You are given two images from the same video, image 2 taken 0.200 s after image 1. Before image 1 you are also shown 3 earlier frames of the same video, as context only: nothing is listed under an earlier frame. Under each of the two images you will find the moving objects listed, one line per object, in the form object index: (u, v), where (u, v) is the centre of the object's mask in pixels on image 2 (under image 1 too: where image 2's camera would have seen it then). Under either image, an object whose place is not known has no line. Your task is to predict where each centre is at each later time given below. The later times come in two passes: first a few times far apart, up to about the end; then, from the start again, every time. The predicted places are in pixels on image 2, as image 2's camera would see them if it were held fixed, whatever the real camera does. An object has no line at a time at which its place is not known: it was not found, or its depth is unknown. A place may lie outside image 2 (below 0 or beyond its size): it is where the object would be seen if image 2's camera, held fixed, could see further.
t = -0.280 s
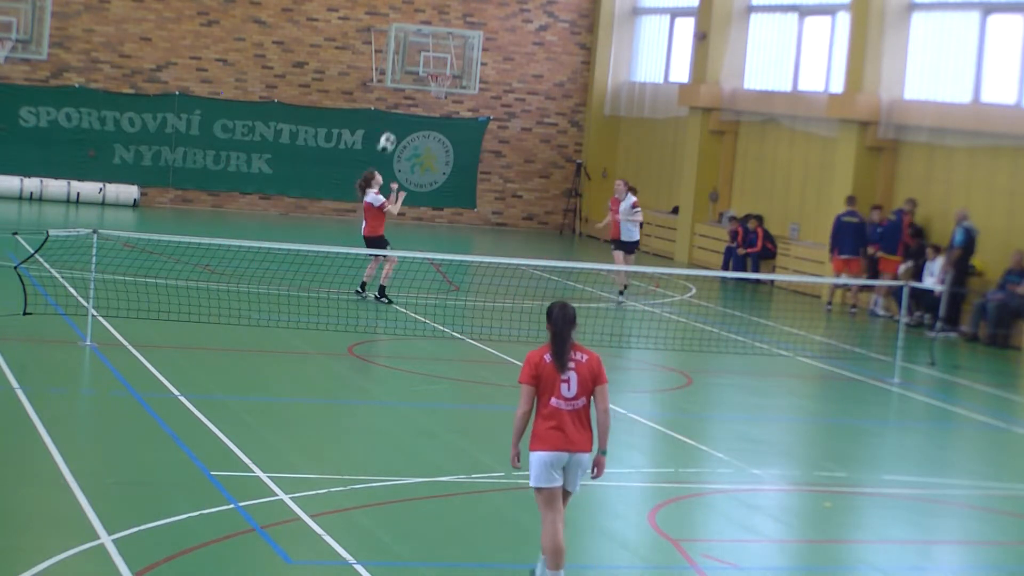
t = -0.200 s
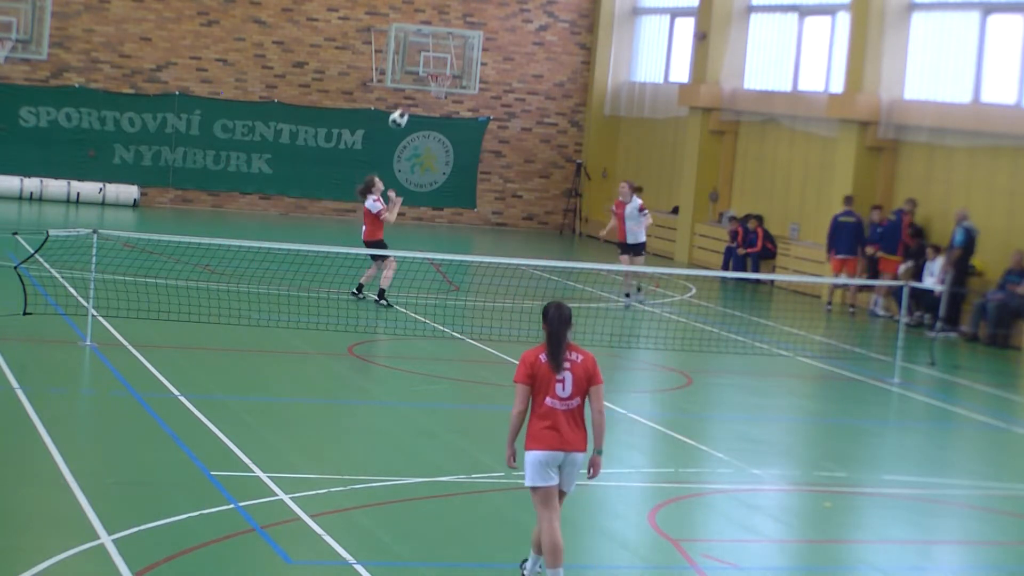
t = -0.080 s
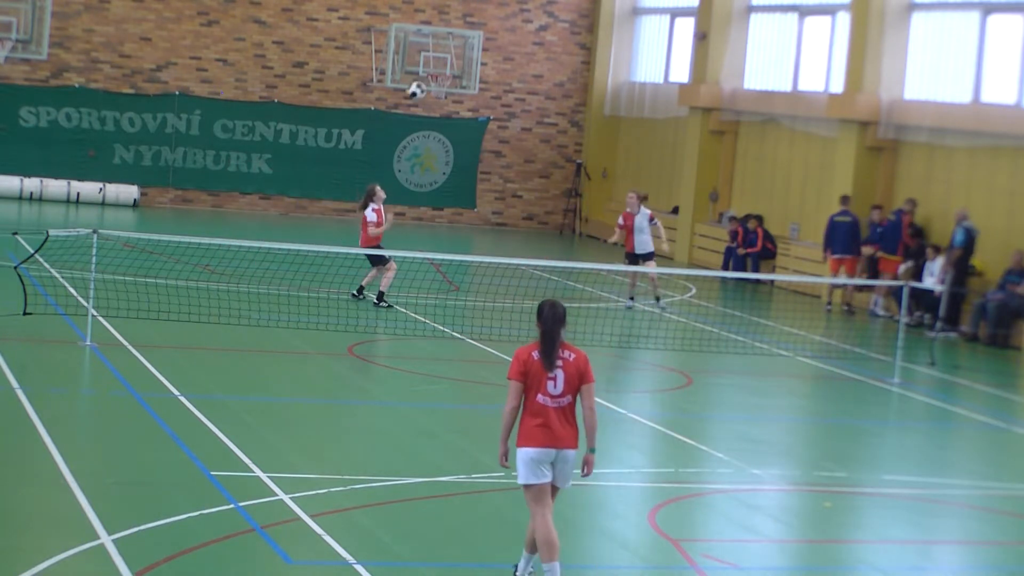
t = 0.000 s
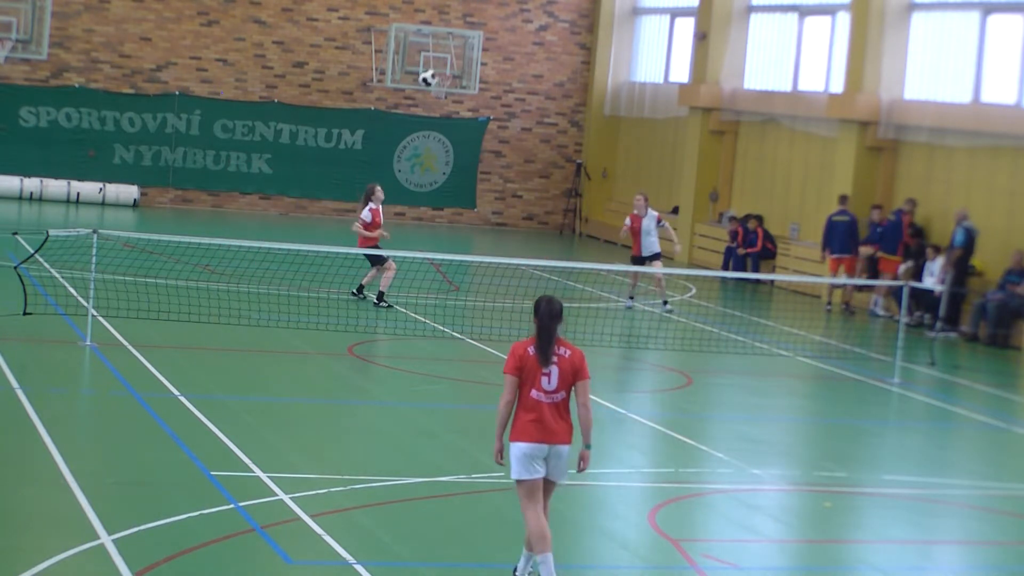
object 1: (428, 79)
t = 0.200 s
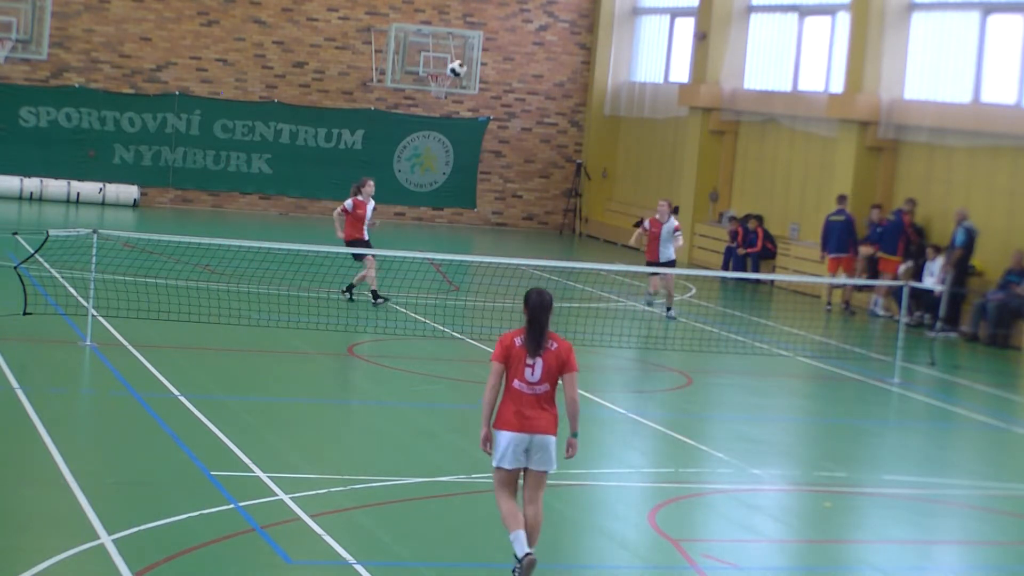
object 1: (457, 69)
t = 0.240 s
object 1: (462, 71)
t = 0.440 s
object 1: (487, 102)
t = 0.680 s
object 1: (513, 186)
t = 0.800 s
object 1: (524, 248)
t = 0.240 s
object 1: (462, 71)
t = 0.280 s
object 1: (467, 75)
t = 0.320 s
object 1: (471, 80)
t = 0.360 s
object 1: (477, 86)
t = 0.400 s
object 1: (483, 93)
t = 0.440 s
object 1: (487, 102)
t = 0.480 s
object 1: (492, 112)
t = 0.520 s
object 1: (496, 125)
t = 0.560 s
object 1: (501, 138)
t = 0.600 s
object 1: (505, 153)
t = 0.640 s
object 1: (509, 169)
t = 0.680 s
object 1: (513, 186)
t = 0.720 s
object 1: (517, 205)
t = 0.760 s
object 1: (521, 227)
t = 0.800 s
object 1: (524, 248)
